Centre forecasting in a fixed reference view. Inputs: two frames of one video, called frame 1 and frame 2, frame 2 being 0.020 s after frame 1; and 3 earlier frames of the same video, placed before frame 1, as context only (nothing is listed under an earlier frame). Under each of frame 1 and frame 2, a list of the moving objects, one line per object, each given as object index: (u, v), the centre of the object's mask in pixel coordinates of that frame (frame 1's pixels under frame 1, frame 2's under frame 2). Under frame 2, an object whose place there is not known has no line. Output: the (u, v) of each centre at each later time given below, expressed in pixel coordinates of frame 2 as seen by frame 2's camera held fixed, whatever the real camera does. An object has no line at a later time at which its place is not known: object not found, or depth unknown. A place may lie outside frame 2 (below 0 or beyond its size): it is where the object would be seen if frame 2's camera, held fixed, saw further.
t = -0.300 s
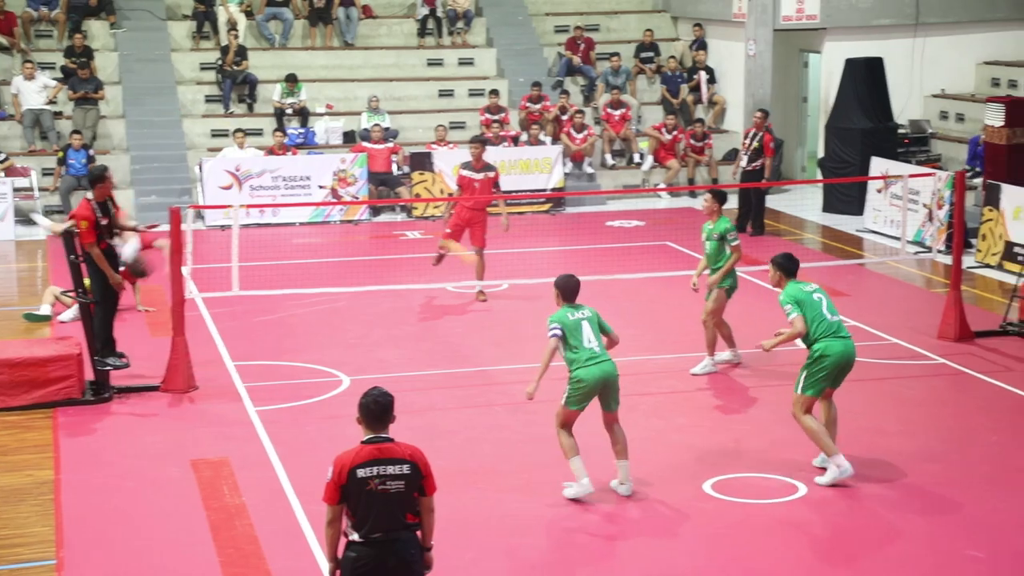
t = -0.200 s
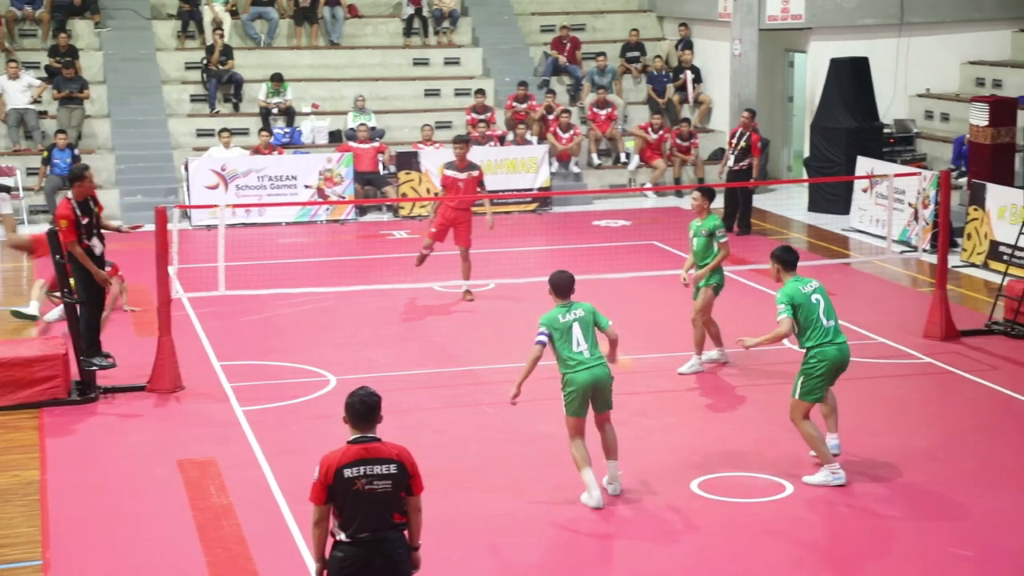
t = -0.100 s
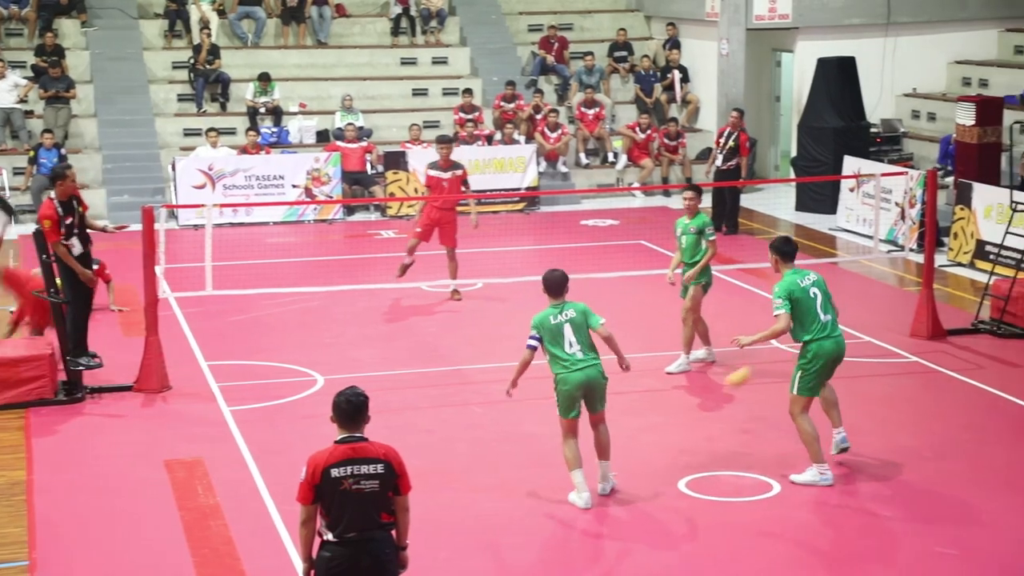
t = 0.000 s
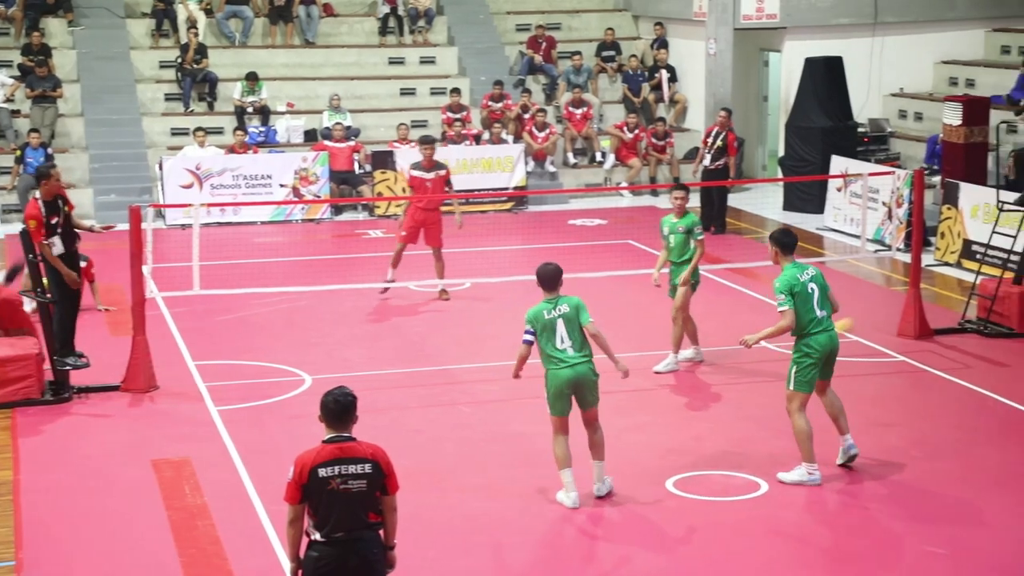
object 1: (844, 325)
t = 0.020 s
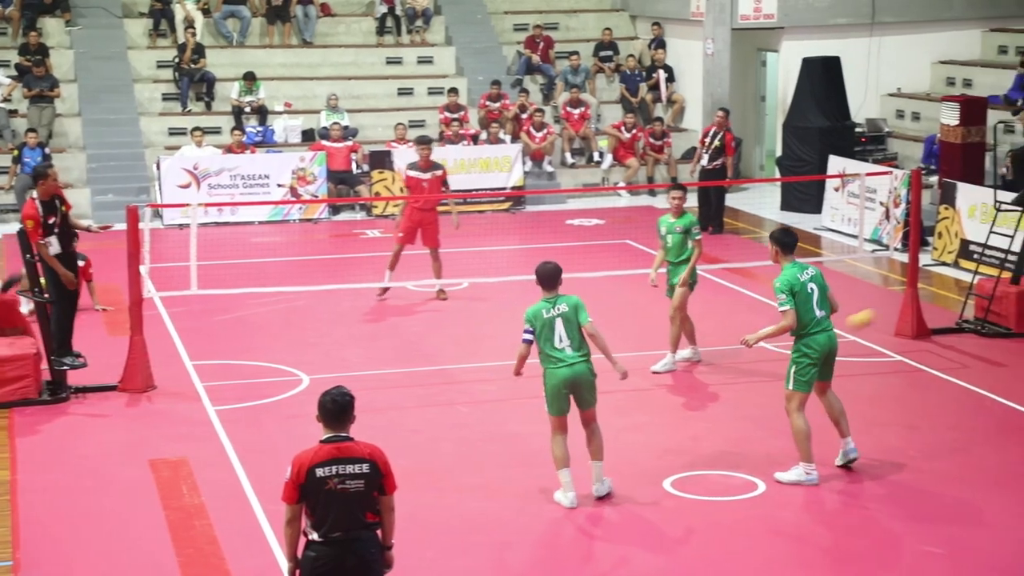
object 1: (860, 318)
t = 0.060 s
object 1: (908, 303)
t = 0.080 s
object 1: (931, 297)
